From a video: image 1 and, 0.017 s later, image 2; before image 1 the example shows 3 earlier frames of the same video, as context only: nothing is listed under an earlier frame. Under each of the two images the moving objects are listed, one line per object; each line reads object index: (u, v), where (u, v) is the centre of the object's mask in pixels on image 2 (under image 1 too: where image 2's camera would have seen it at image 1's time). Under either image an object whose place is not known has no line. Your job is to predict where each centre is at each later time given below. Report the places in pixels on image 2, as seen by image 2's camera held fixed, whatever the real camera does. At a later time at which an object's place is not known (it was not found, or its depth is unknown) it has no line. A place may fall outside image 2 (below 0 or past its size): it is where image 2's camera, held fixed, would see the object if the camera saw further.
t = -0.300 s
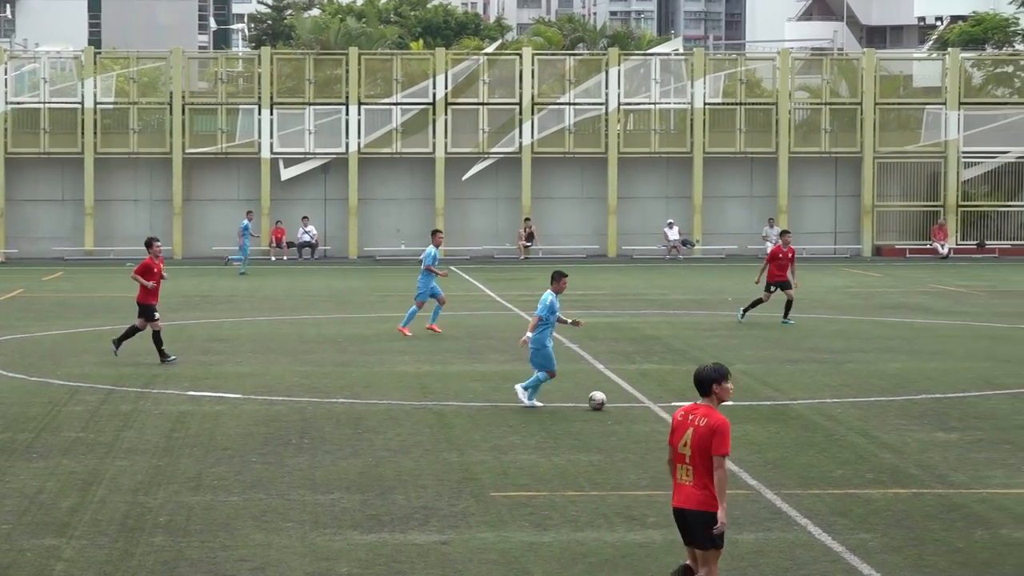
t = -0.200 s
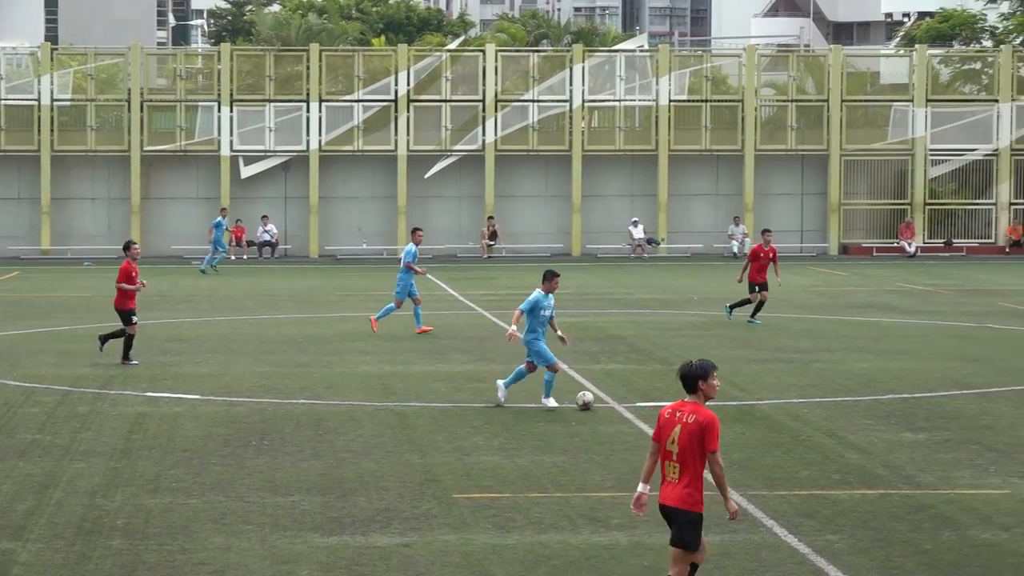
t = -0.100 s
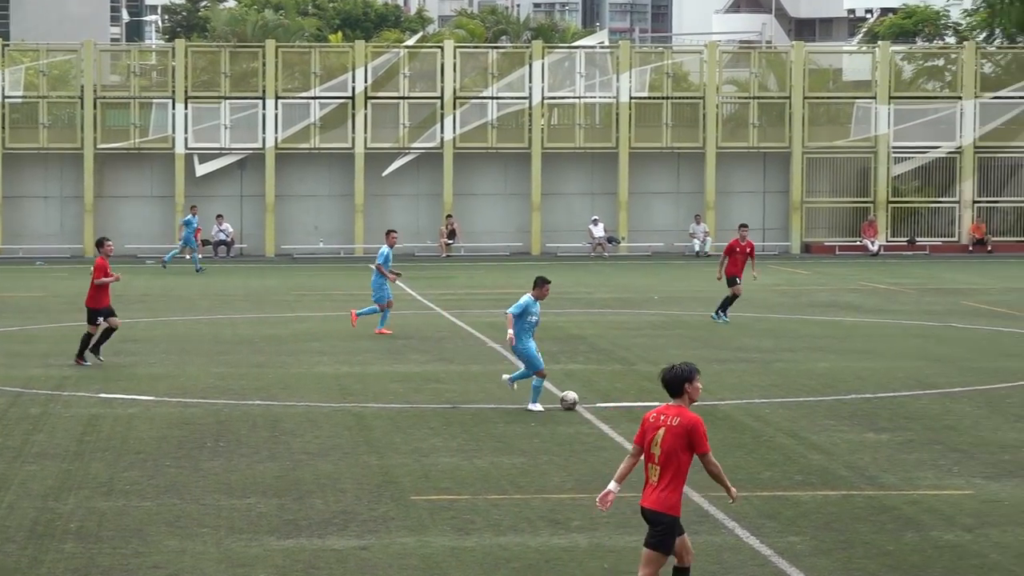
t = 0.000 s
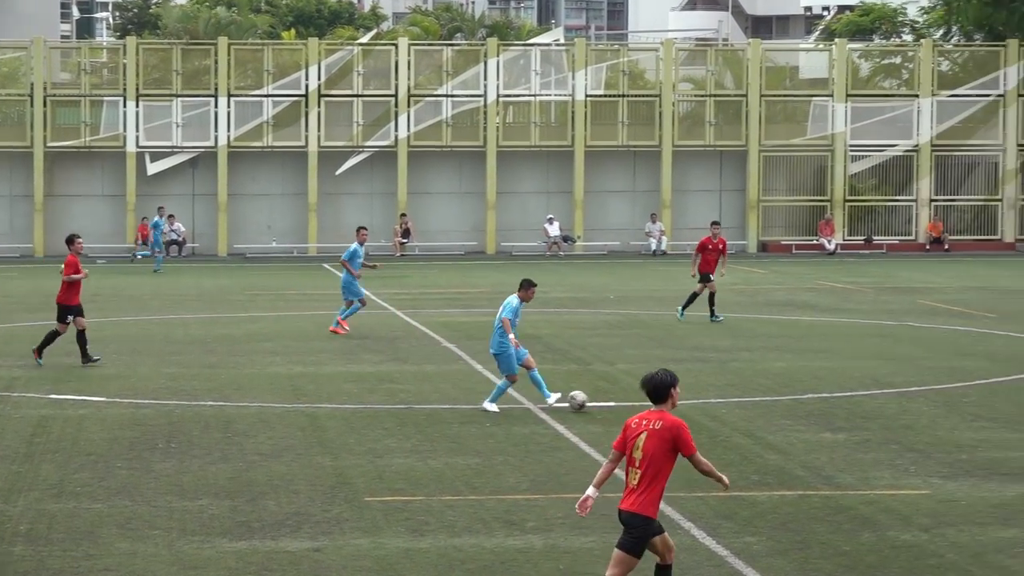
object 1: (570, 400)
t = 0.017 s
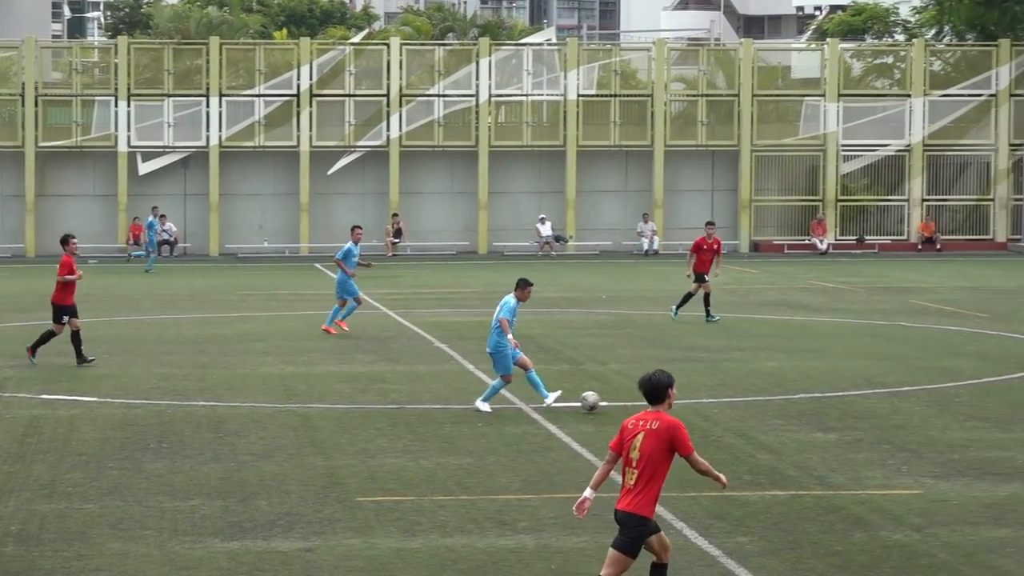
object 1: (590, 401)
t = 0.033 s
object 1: (610, 402)
